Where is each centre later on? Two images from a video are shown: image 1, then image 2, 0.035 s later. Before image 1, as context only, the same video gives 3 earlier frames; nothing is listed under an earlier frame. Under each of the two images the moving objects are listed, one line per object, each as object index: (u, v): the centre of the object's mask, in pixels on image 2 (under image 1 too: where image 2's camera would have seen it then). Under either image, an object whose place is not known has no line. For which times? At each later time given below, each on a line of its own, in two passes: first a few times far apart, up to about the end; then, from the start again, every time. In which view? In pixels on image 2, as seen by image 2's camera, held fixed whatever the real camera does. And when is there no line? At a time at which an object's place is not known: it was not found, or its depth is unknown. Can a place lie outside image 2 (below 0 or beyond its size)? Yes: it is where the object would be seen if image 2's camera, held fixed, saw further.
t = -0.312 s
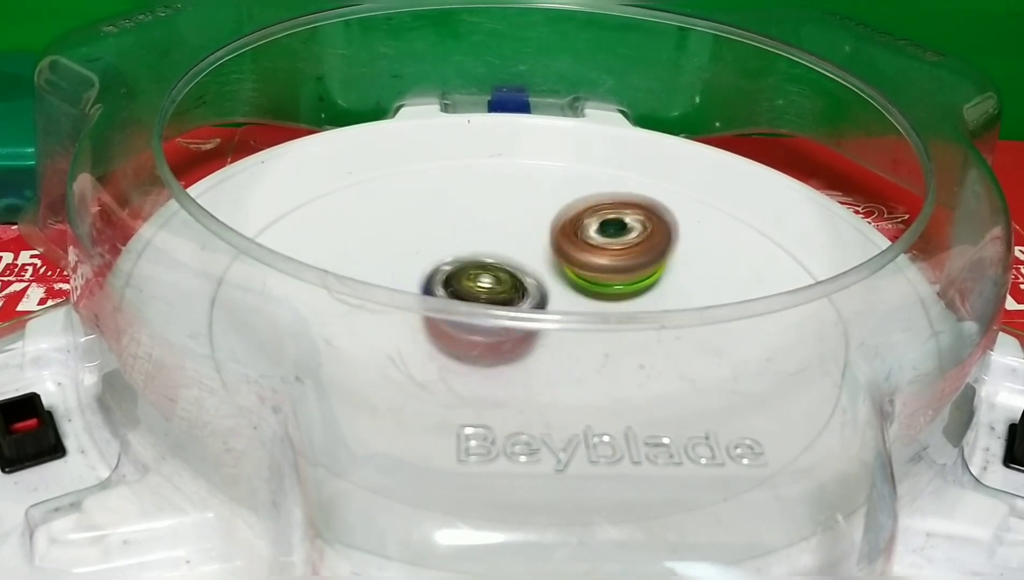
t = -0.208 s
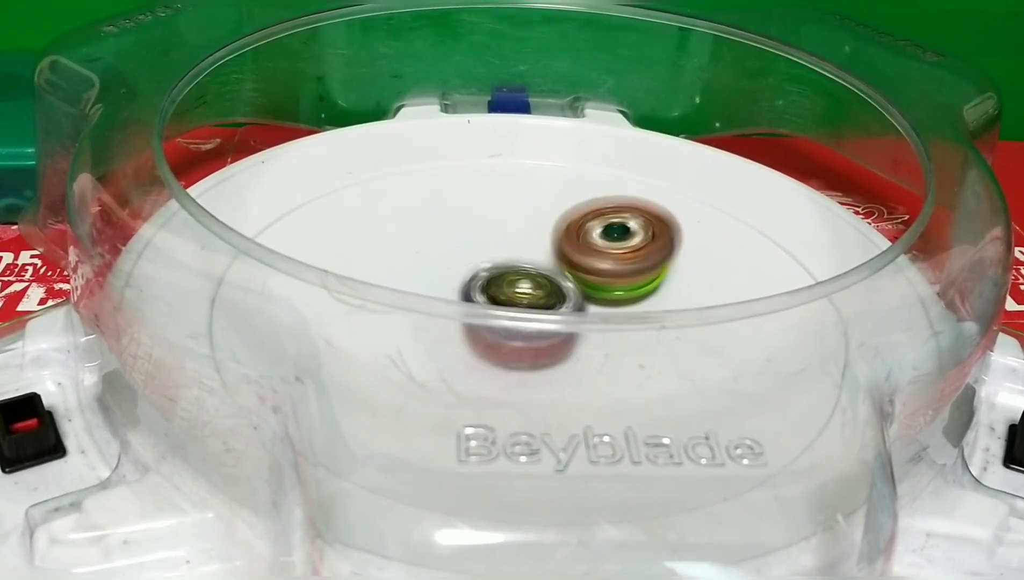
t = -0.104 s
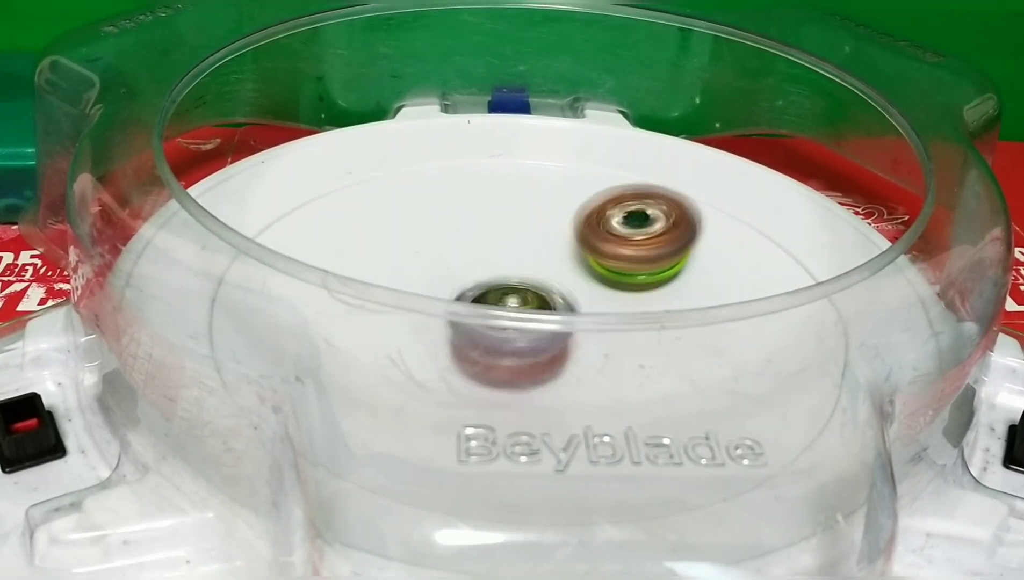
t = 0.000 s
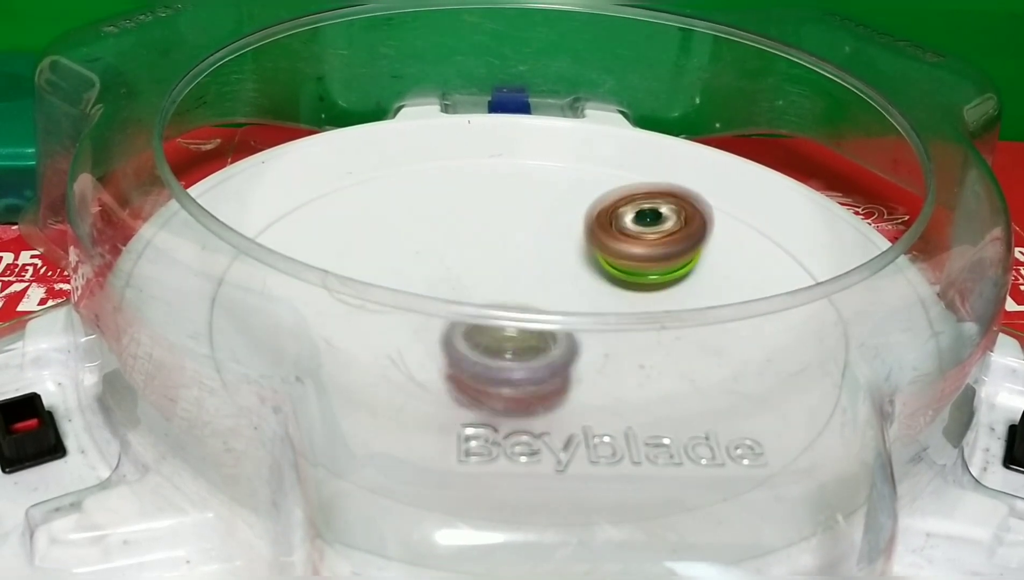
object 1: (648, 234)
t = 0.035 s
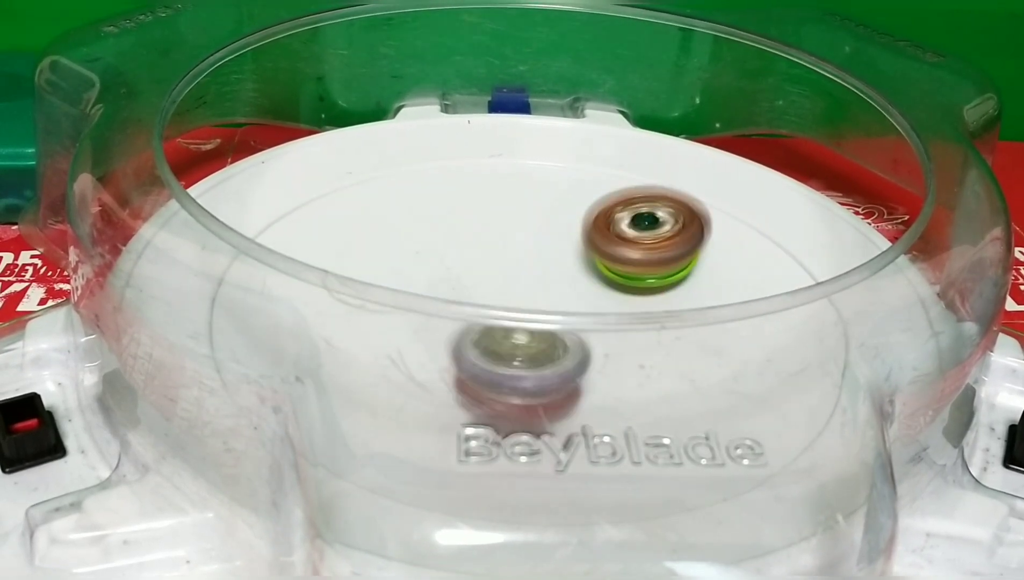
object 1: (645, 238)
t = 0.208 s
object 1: (599, 261)
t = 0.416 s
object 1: (512, 219)
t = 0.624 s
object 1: (477, 229)
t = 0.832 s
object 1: (429, 222)
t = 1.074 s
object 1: (438, 241)
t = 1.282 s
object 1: (435, 294)
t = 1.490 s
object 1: (421, 296)
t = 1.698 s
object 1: (494, 340)
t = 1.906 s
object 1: (591, 371)
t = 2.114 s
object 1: (742, 362)
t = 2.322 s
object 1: (870, 322)
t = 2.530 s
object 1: (709, 299)
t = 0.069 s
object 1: (640, 242)
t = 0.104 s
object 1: (633, 247)
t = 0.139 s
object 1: (623, 253)
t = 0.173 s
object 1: (611, 258)
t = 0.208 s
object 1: (599, 261)
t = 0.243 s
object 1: (584, 261)
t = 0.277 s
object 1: (566, 258)
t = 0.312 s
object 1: (549, 244)
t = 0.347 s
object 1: (535, 234)
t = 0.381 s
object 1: (524, 227)
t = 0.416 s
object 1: (512, 219)
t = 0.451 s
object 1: (508, 217)
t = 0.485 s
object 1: (502, 218)
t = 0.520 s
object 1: (497, 220)
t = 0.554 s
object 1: (490, 223)
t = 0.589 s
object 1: (484, 226)
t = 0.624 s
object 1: (477, 229)
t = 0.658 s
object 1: (471, 233)
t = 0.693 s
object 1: (464, 237)
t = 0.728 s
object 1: (457, 238)
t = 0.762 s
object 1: (451, 239)
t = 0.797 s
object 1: (439, 233)
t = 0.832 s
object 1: (429, 222)
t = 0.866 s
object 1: (424, 216)
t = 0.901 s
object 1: (423, 215)
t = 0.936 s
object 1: (423, 216)
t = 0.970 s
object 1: (426, 220)
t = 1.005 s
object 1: (430, 226)
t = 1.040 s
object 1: (434, 233)
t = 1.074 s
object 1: (438, 241)
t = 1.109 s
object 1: (443, 248)
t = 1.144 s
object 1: (447, 254)
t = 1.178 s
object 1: (451, 260)
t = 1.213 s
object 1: (454, 265)
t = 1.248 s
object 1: (455, 294)
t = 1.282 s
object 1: (435, 294)
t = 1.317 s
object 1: (421, 292)
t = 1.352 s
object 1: (412, 293)
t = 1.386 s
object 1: (407, 293)
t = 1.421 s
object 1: (408, 294)
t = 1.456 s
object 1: (412, 295)
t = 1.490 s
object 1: (421, 296)
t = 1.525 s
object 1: (430, 315)
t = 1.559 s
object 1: (441, 317)
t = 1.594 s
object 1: (452, 323)
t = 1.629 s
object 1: (465, 329)
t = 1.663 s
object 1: (479, 335)
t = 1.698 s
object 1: (494, 340)
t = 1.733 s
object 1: (509, 345)
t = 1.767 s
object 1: (524, 360)
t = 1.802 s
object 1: (545, 363)
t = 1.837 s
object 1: (563, 366)
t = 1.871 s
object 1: (578, 369)
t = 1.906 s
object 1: (591, 371)
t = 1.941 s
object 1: (603, 373)
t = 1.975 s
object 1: (613, 373)
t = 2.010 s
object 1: (622, 371)
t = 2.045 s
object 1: (632, 370)
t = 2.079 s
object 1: (679, 367)
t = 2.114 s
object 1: (742, 362)
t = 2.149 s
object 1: (841, 346)
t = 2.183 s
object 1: (875, 340)
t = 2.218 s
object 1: (898, 336)
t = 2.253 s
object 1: (897, 330)
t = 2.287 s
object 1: (885, 327)
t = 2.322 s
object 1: (870, 322)
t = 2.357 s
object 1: (855, 321)
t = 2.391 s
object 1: (828, 326)
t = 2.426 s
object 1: (797, 319)
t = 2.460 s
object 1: (767, 314)
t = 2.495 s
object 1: (737, 303)
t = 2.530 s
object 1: (709, 299)
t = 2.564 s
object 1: (680, 292)
